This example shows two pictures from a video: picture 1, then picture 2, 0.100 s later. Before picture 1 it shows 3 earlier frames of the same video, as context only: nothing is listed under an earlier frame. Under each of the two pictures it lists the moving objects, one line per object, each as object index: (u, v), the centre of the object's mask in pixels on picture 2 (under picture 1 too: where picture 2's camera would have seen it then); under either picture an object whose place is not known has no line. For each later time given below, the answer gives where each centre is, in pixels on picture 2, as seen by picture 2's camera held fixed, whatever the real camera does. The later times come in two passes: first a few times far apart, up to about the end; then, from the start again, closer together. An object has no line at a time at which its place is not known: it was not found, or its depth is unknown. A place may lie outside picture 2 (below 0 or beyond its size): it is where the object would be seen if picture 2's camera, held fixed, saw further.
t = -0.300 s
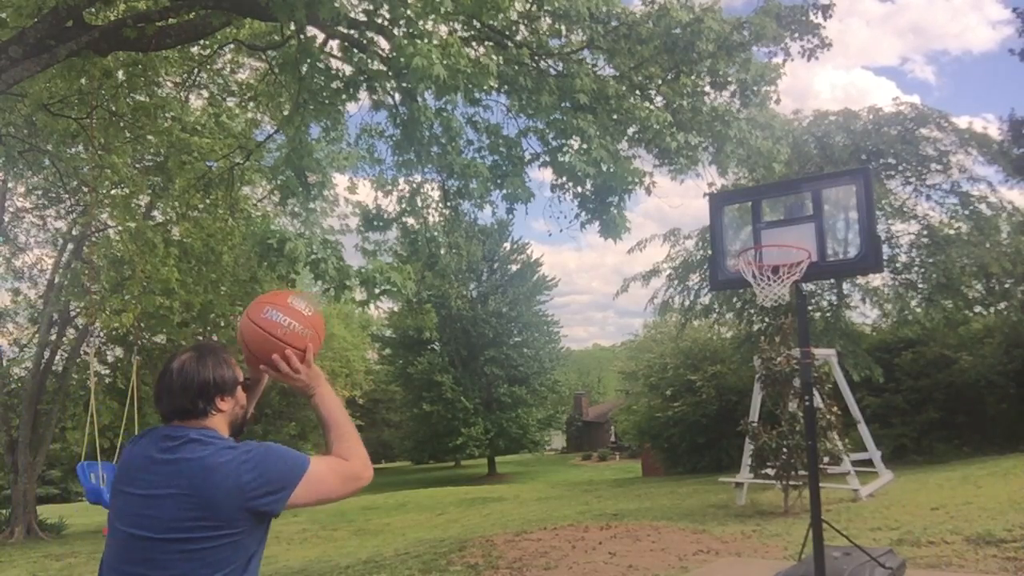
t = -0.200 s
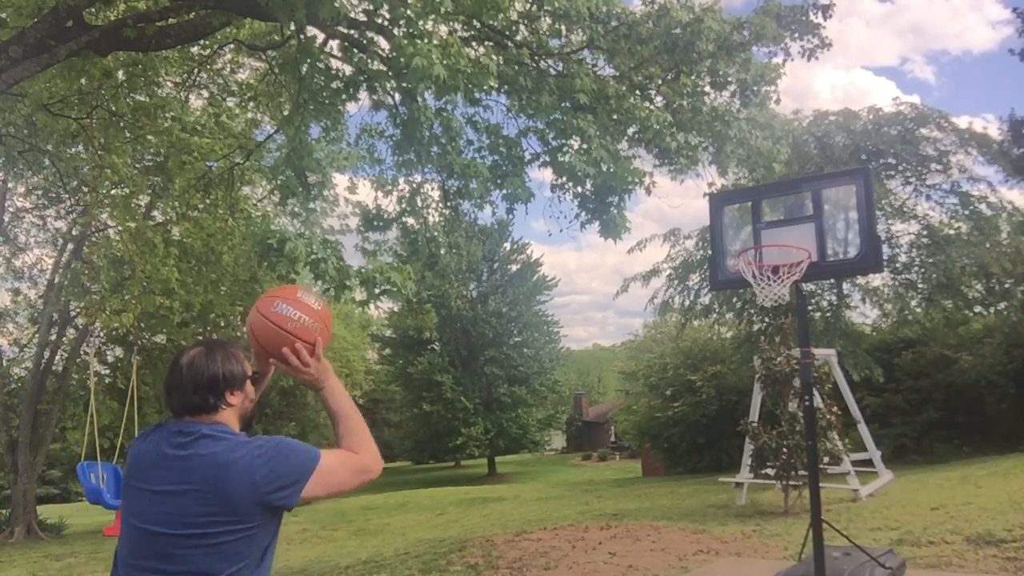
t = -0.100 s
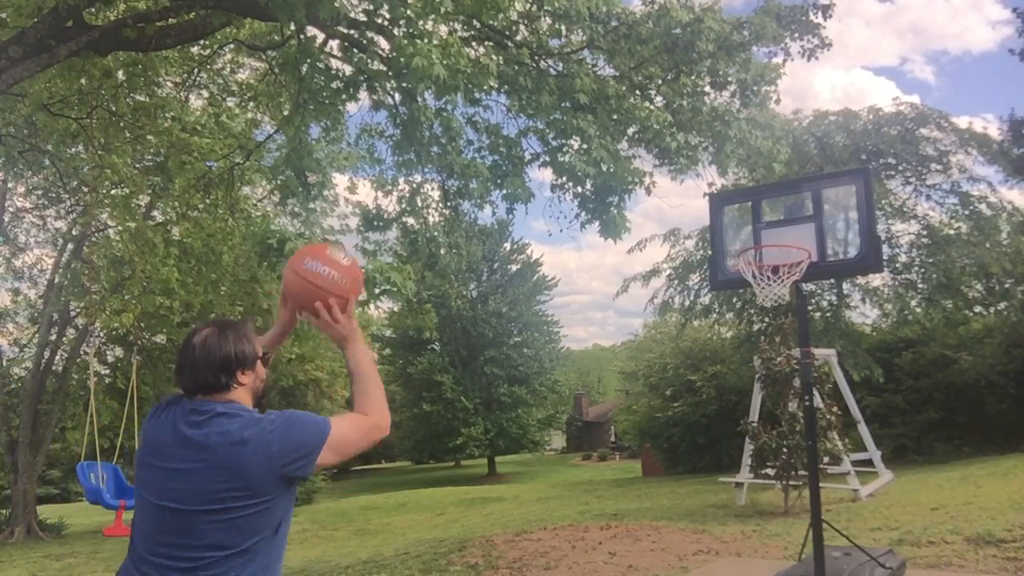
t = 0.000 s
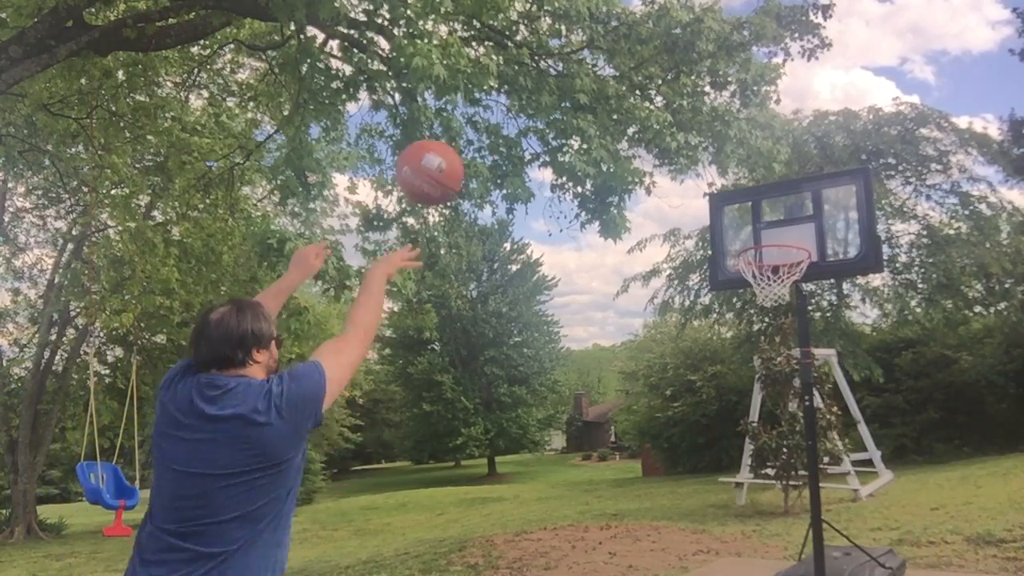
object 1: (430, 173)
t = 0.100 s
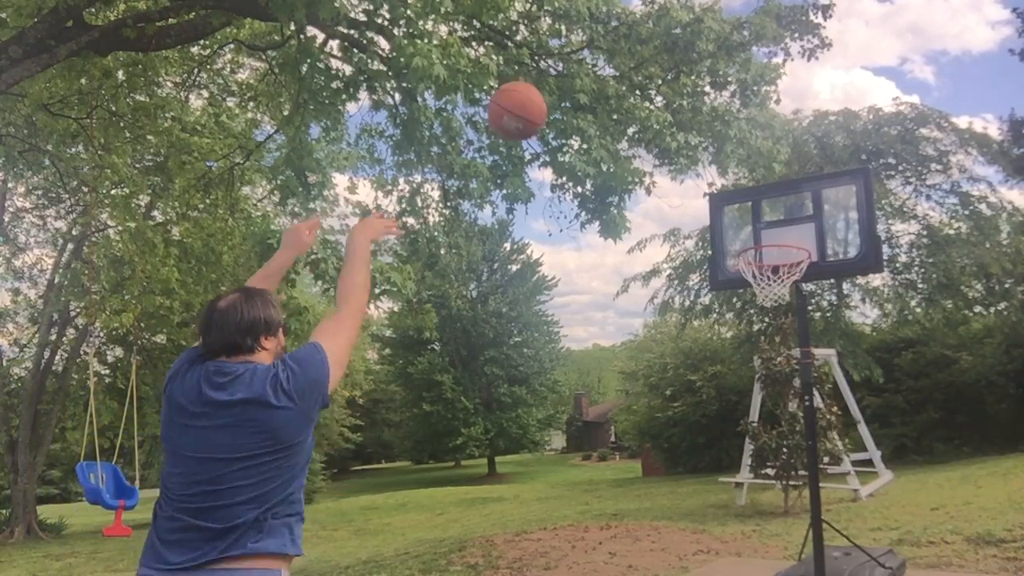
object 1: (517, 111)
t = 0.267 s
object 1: (625, 78)
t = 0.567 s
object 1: (757, 147)
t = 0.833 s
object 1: (811, 226)
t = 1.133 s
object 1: (803, 200)
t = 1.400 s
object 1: (805, 293)
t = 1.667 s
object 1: (815, 531)
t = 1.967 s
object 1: (795, 484)
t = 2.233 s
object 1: (767, 376)
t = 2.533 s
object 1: (743, 423)
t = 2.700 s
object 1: (733, 548)
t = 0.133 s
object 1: (542, 99)
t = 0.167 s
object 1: (565, 89)
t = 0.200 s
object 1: (586, 84)
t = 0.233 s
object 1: (606, 80)
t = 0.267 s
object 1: (625, 78)
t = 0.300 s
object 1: (643, 79)
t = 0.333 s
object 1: (660, 82)
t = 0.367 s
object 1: (676, 87)
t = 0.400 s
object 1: (691, 94)
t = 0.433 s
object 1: (707, 102)
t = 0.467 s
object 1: (720, 110)
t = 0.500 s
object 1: (733, 121)
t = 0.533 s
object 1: (745, 134)
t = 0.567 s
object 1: (757, 147)
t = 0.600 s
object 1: (769, 160)
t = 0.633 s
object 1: (780, 176)
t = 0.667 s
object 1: (791, 192)
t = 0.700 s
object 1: (801, 207)
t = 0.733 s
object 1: (812, 226)
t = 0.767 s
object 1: (814, 237)
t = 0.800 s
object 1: (812, 235)
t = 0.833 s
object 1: (811, 226)
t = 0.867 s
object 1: (810, 217)
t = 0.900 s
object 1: (808, 209)
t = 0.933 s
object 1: (807, 202)
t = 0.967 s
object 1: (806, 200)
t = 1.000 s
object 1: (806, 196)
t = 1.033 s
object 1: (805, 195)
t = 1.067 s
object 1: (804, 195)
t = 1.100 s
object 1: (804, 197)
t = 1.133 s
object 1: (803, 200)
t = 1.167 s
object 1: (804, 204)
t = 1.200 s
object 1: (803, 211)
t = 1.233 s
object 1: (803, 220)
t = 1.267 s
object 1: (803, 231)
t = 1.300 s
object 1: (803, 243)
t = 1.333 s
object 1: (803, 259)
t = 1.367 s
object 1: (804, 275)
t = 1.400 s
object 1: (805, 293)
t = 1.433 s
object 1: (804, 313)
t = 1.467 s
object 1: (805, 337)
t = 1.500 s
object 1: (807, 363)
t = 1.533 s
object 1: (809, 390)
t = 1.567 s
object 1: (810, 421)
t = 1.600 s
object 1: (811, 455)
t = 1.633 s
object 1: (814, 491)
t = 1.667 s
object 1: (815, 531)
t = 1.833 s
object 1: (809, 569)
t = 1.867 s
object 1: (807, 555)
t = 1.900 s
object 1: (803, 531)
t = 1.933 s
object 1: (798, 507)
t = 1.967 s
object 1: (795, 484)
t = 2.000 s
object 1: (792, 464)
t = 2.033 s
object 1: (787, 446)
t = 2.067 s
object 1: (783, 429)
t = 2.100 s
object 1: (780, 414)
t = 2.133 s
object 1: (777, 402)
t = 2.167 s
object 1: (773, 391)
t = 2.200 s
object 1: (771, 383)
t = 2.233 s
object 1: (767, 376)
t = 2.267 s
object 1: (764, 371)
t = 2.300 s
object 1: (761, 369)
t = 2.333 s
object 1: (758, 369)
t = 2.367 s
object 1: (756, 371)
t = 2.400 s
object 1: (752, 376)
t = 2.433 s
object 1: (750, 384)
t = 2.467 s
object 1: (747, 394)
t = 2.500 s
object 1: (745, 407)
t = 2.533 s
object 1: (743, 423)
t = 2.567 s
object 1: (740, 442)
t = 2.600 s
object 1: (738, 464)
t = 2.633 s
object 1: (736, 489)
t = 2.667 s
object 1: (735, 518)
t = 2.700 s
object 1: (733, 548)
